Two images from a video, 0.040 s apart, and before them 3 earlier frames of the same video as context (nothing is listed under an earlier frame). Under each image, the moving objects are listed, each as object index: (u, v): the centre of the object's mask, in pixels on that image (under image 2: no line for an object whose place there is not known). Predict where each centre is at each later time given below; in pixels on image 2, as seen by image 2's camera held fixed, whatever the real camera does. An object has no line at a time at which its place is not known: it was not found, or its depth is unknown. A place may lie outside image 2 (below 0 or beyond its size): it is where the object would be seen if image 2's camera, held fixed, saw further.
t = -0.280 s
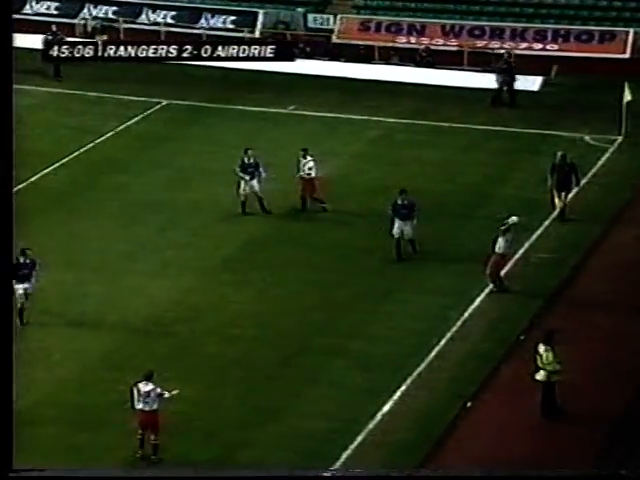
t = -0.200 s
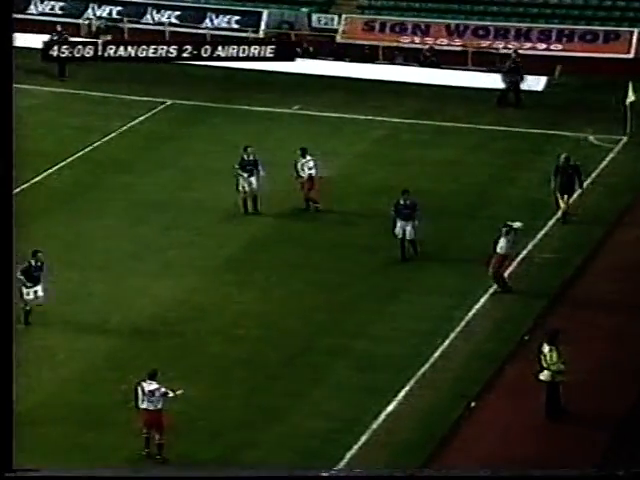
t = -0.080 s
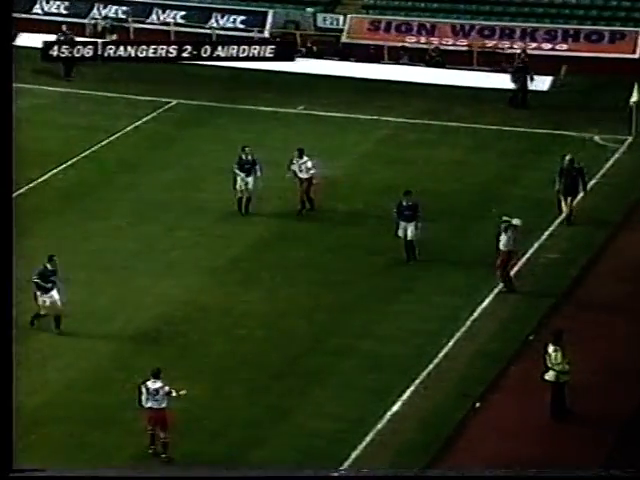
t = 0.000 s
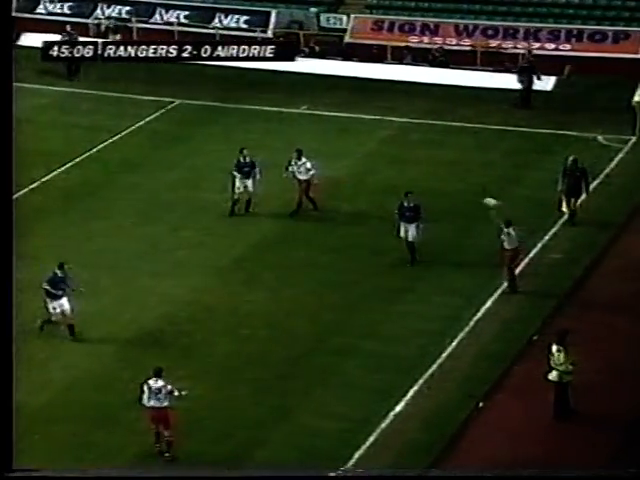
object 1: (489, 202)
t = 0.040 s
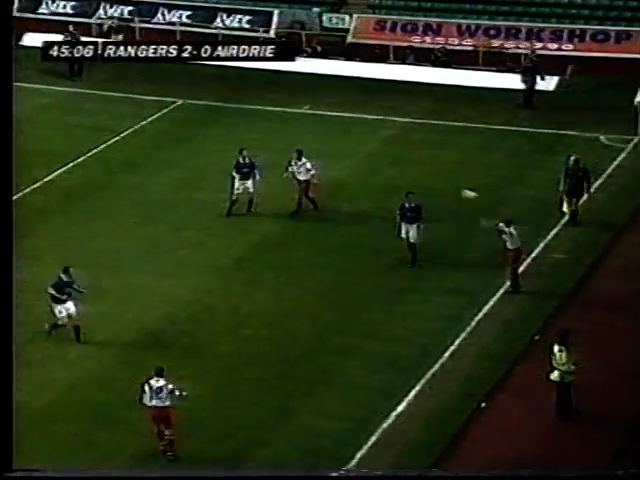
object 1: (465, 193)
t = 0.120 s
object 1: (420, 180)
